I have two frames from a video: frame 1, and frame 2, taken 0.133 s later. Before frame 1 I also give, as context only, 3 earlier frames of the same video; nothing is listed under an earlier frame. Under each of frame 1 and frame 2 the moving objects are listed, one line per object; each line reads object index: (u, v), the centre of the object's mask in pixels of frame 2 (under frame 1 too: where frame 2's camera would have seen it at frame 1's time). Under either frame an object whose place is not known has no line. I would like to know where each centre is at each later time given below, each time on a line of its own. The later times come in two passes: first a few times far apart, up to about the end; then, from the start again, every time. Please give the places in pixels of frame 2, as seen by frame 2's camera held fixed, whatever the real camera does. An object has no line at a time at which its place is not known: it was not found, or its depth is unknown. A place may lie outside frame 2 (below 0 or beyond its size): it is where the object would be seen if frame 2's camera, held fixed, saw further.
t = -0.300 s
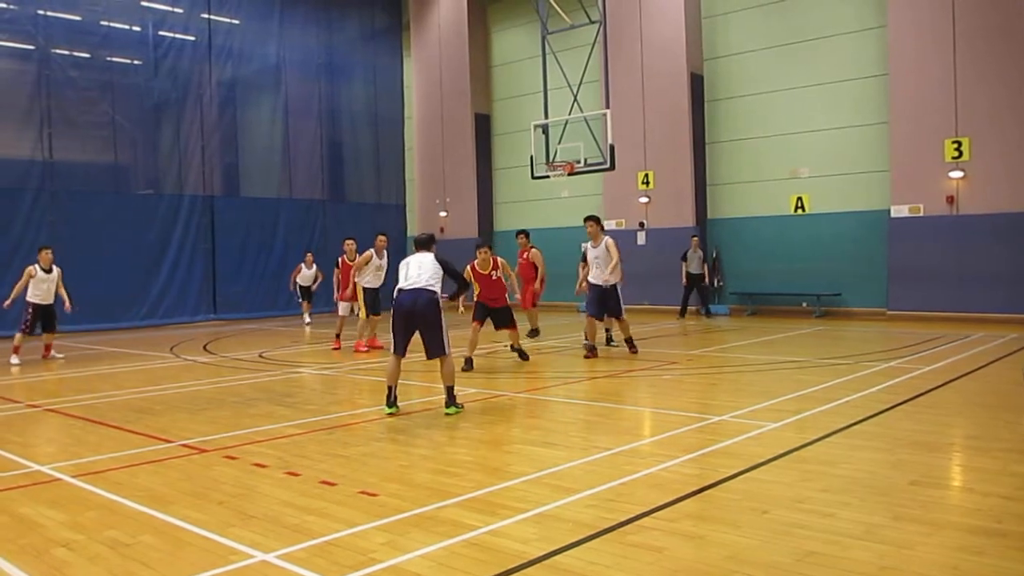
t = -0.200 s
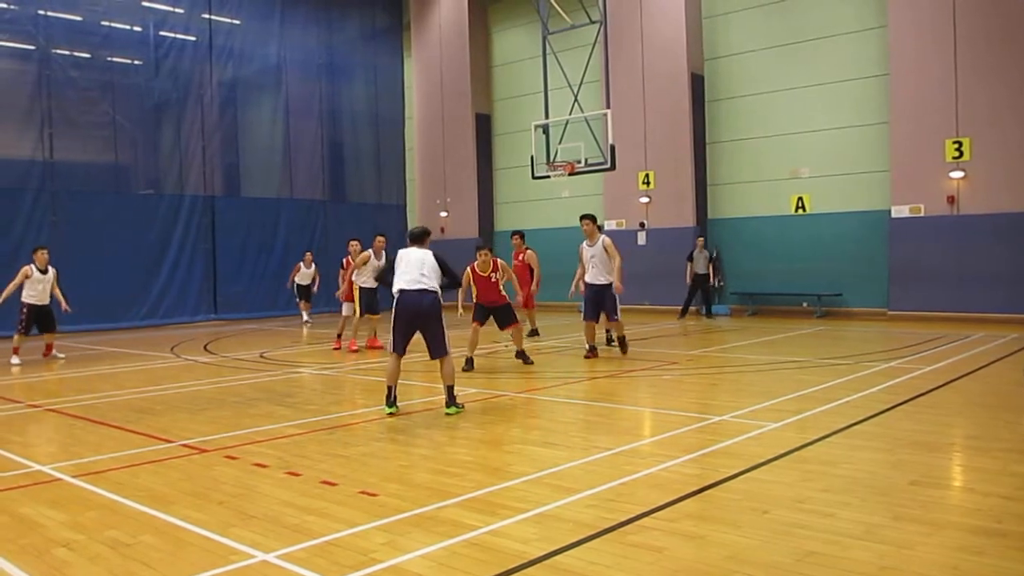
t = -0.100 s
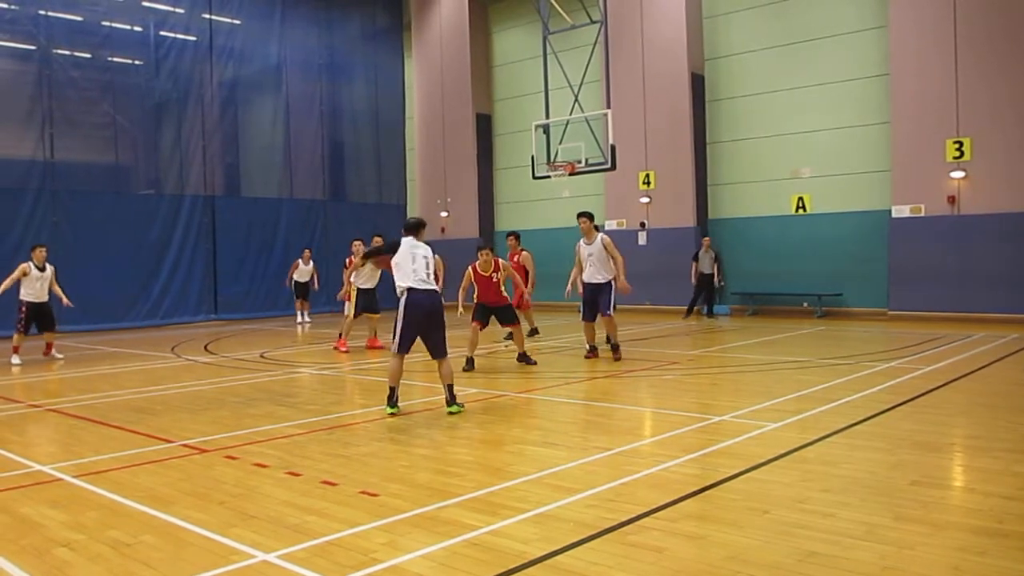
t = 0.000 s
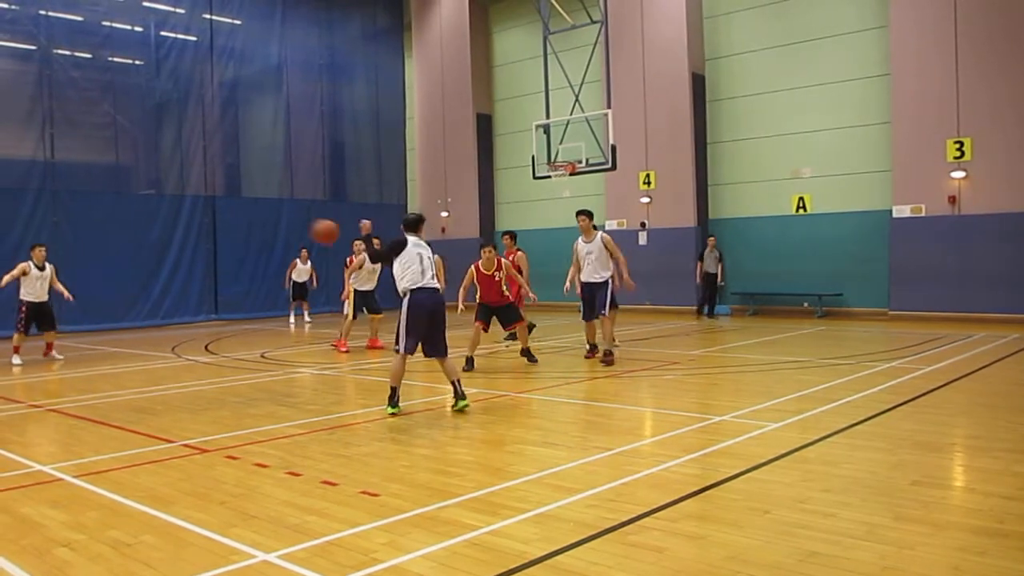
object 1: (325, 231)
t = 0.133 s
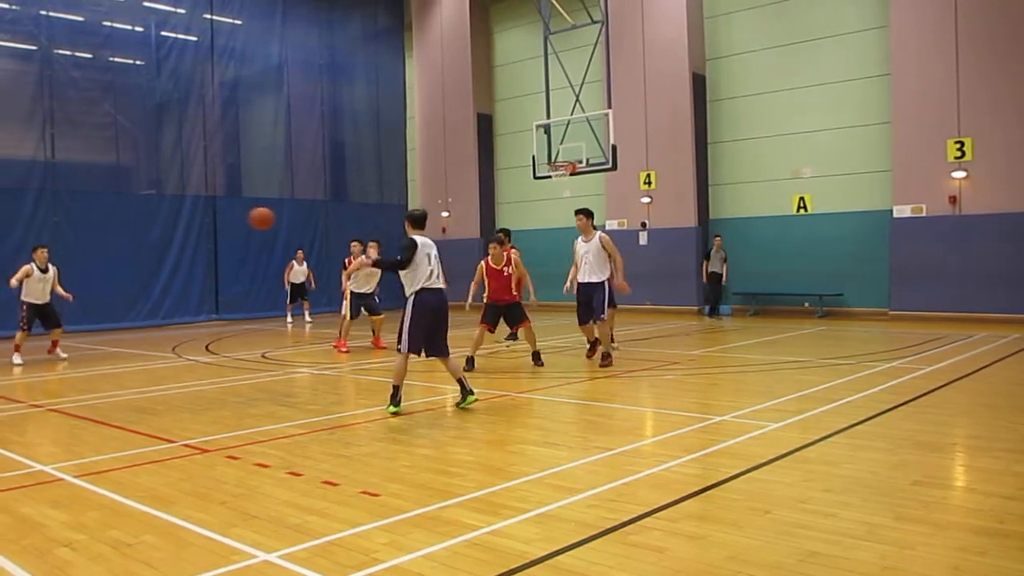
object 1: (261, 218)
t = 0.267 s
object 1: (210, 221)
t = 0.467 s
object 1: (149, 245)
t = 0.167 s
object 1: (247, 218)
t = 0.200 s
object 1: (235, 218)
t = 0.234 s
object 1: (222, 219)
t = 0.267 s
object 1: (210, 221)
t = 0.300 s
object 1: (199, 223)
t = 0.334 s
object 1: (188, 227)
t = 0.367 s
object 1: (179, 231)
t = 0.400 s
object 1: (167, 235)
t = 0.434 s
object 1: (159, 241)
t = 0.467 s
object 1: (149, 245)
